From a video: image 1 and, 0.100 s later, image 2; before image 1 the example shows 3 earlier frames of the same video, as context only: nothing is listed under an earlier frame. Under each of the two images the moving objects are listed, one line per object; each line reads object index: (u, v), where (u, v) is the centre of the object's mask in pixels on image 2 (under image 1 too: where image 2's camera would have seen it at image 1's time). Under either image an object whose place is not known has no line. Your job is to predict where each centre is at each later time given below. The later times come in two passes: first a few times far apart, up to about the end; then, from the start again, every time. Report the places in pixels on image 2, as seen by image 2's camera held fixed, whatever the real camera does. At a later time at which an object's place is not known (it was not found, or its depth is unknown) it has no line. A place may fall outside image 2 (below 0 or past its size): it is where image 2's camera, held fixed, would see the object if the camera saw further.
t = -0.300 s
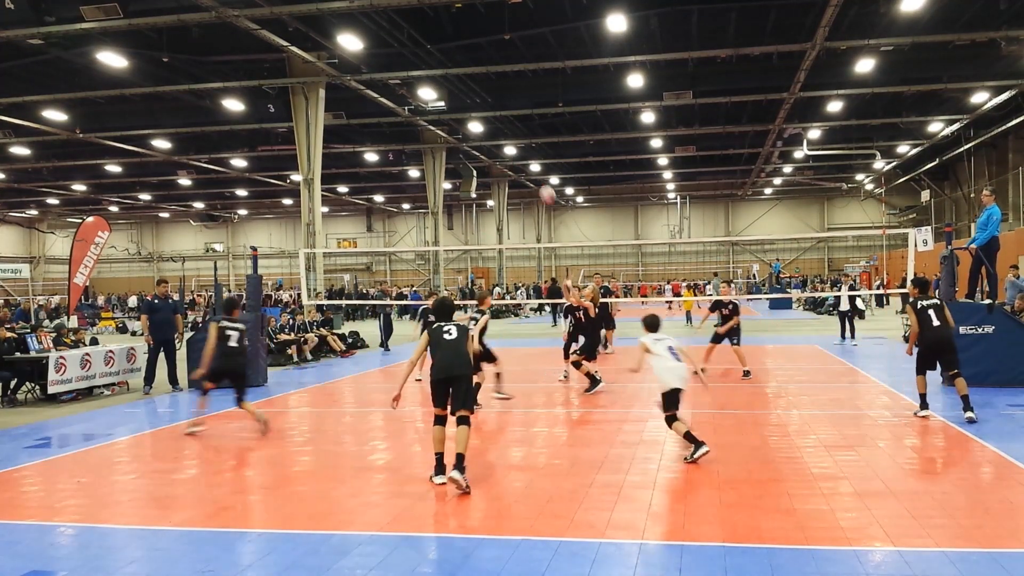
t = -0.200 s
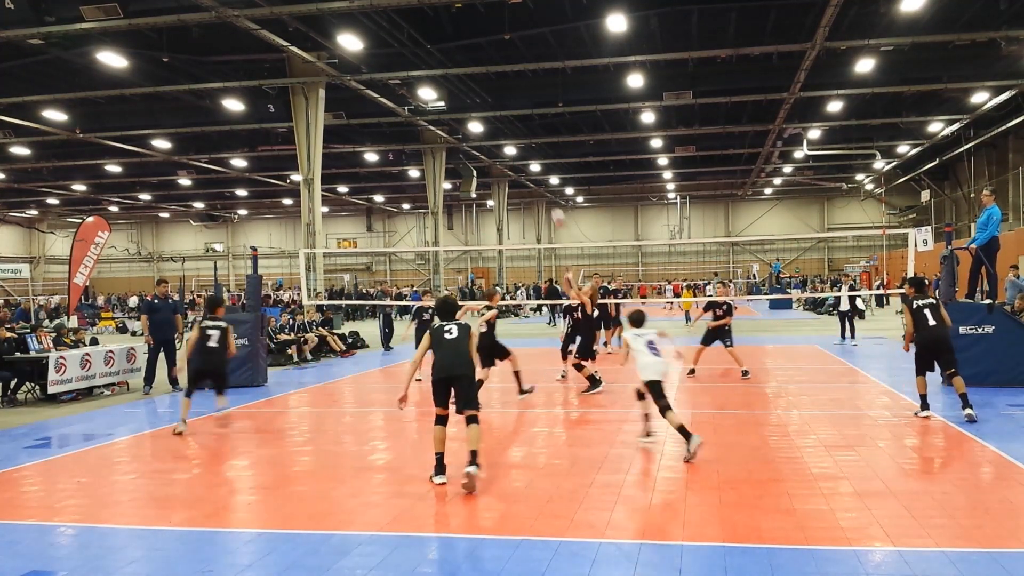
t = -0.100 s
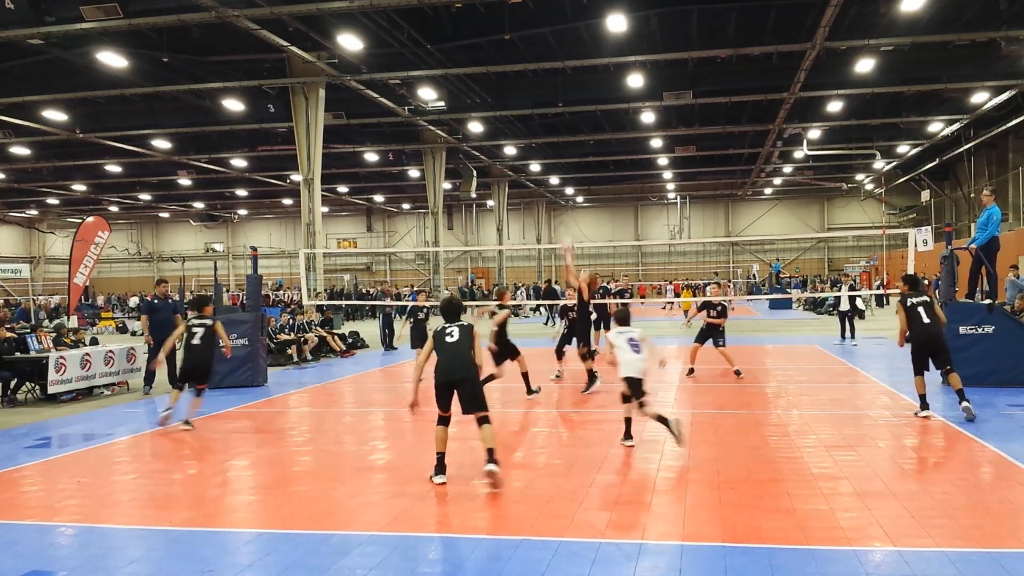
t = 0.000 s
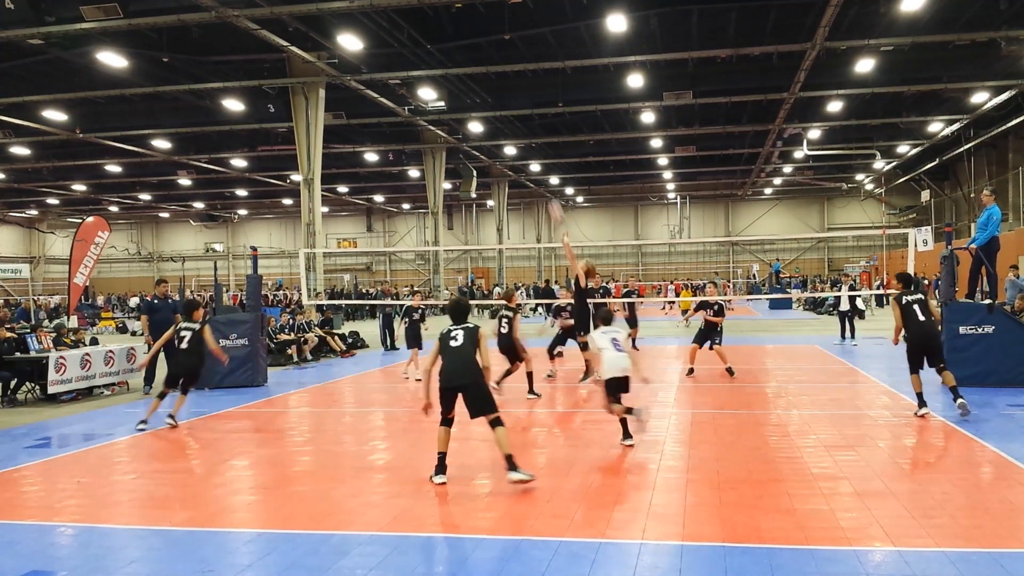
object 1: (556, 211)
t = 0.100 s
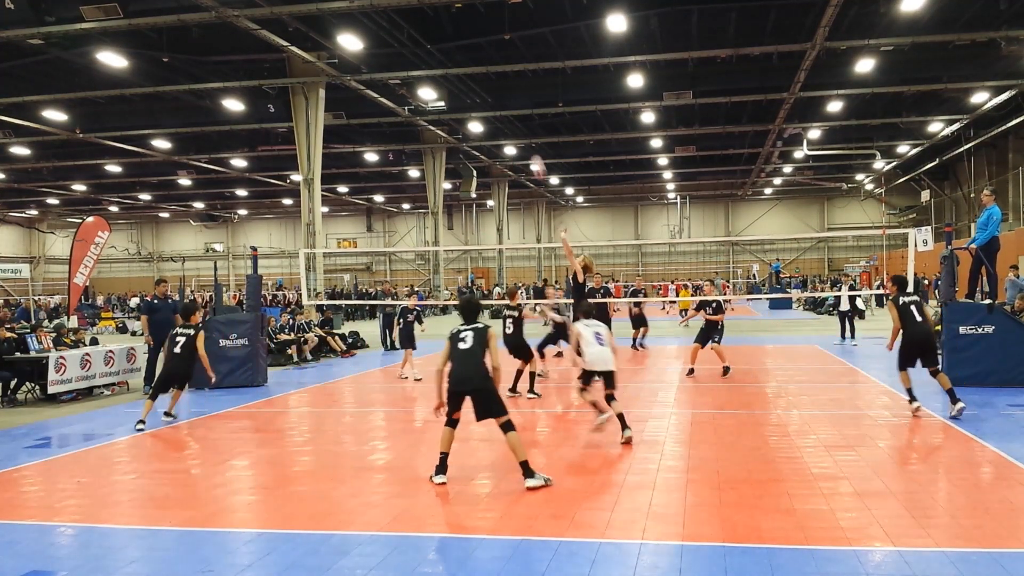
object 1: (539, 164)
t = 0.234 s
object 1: (515, 116)
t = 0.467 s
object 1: (477, 60)
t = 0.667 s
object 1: (446, 42)
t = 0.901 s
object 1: (412, 54)
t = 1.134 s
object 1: (381, 100)
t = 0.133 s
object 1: (532, 152)
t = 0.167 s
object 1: (526, 139)
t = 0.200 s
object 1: (520, 127)
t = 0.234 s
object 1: (515, 116)
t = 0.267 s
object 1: (509, 106)
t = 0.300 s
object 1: (504, 97)
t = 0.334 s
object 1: (498, 87)
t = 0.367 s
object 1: (493, 80)
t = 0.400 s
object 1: (488, 72)
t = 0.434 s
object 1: (482, 66)
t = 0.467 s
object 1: (477, 60)
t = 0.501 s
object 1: (472, 56)
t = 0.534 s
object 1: (467, 52)
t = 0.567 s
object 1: (462, 48)
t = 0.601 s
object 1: (456, 46)
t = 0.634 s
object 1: (451, 44)
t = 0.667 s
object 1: (446, 42)
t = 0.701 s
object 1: (441, 42)
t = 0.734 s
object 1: (436, 42)
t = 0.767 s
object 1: (431, 43)
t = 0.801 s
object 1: (426, 44)
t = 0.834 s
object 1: (422, 47)
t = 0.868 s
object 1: (417, 50)
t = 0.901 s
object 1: (412, 54)
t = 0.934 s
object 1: (407, 58)
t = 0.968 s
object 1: (403, 63)
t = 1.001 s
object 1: (399, 68)
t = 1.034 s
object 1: (393, 76)
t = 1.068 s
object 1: (389, 83)
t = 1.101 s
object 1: (386, 90)
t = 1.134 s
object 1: (381, 100)
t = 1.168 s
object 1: (376, 109)
